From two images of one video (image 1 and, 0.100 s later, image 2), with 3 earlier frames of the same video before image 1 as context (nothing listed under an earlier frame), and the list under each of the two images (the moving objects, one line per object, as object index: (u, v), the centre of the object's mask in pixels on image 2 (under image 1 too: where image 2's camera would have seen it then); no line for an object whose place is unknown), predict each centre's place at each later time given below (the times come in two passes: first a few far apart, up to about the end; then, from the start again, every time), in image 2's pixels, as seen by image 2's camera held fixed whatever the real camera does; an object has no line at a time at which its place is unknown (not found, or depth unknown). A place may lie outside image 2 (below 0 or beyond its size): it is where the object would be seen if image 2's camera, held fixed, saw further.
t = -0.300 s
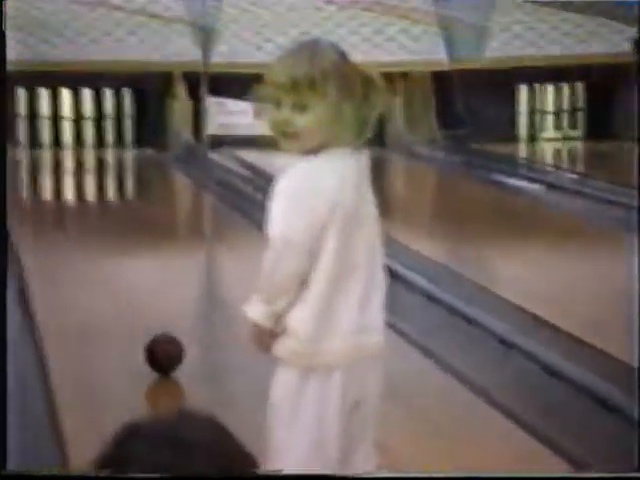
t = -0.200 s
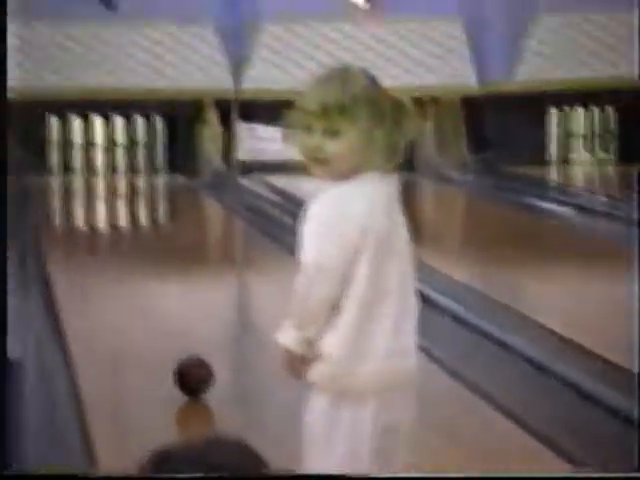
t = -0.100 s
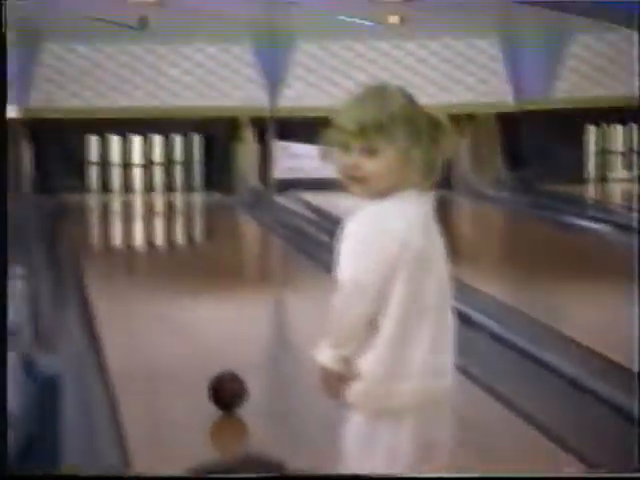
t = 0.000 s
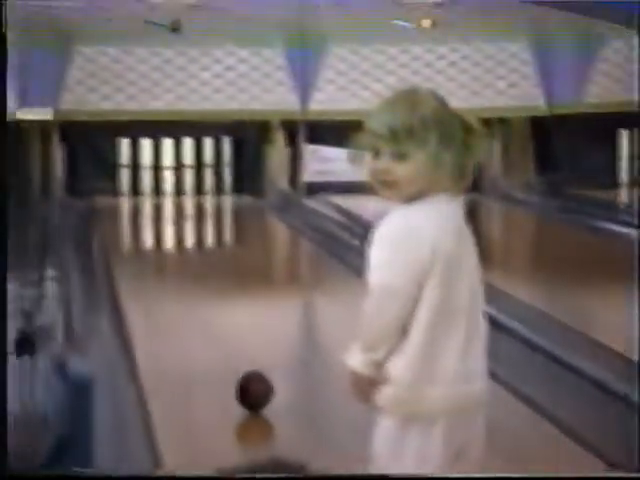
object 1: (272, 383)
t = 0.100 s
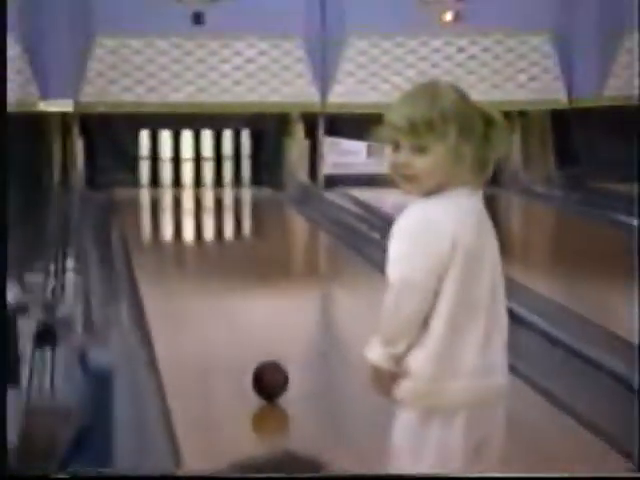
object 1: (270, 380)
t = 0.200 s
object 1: (266, 378)
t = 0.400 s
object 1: (259, 372)
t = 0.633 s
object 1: (252, 366)
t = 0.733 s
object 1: (248, 364)
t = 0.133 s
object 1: (269, 379)
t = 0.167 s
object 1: (268, 378)
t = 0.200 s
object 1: (266, 378)
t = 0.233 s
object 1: (266, 376)
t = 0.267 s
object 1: (265, 376)
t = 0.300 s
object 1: (263, 375)
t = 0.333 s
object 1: (262, 374)
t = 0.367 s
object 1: (261, 373)
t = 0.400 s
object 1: (259, 372)
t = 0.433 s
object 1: (259, 371)
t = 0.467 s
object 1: (258, 370)
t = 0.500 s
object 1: (257, 369)
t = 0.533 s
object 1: (256, 369)
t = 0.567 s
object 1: (254, 368)
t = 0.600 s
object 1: (253, 366)
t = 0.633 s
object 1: (252, 366)
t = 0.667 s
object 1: (250, 365)
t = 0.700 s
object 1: (249, 364)
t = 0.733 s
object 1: (248, 364)
